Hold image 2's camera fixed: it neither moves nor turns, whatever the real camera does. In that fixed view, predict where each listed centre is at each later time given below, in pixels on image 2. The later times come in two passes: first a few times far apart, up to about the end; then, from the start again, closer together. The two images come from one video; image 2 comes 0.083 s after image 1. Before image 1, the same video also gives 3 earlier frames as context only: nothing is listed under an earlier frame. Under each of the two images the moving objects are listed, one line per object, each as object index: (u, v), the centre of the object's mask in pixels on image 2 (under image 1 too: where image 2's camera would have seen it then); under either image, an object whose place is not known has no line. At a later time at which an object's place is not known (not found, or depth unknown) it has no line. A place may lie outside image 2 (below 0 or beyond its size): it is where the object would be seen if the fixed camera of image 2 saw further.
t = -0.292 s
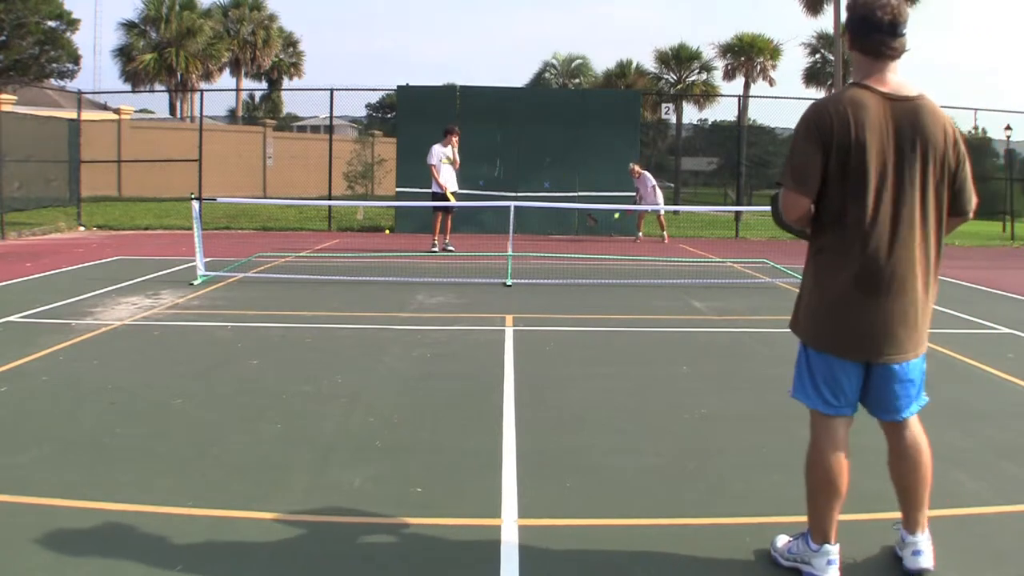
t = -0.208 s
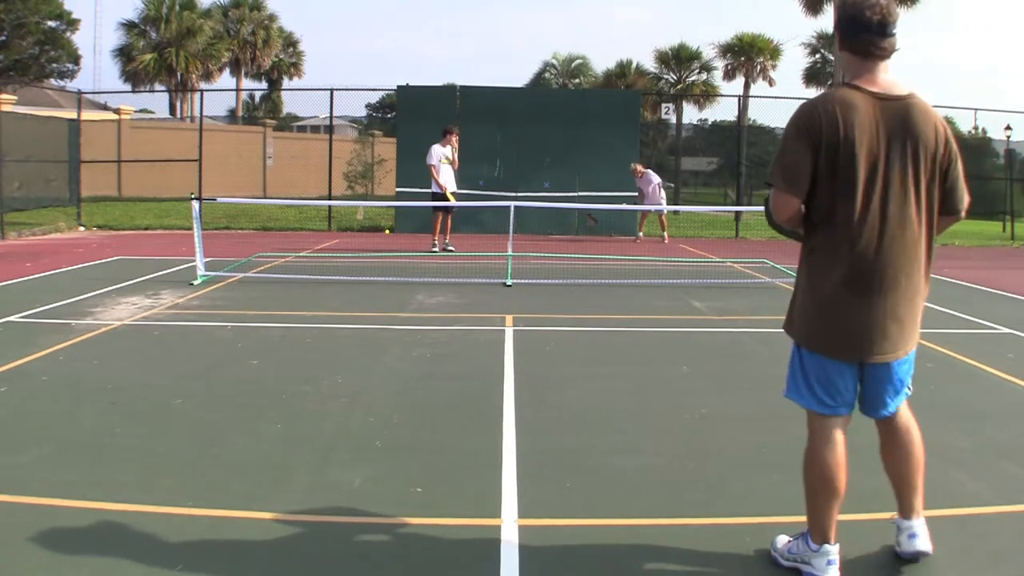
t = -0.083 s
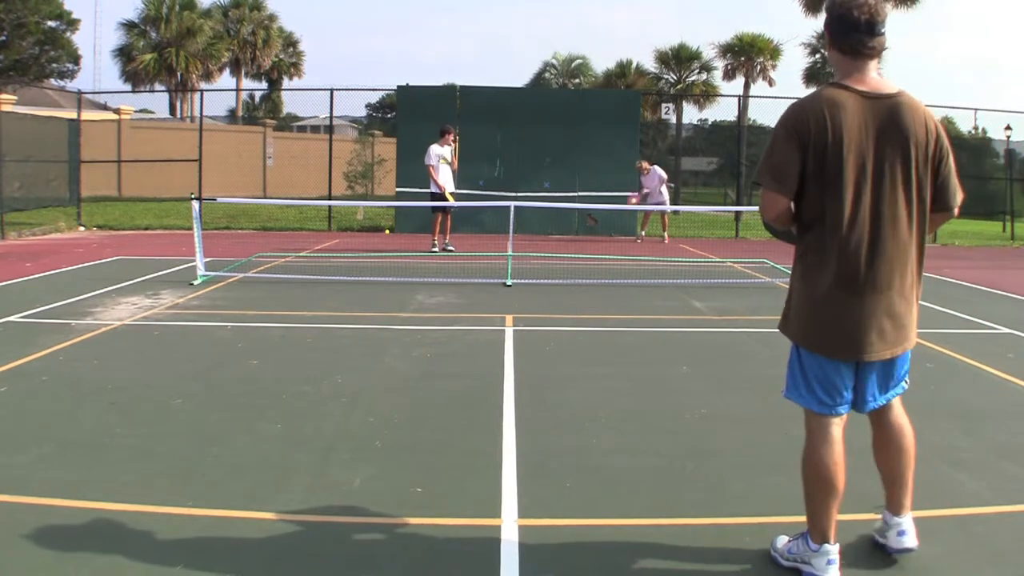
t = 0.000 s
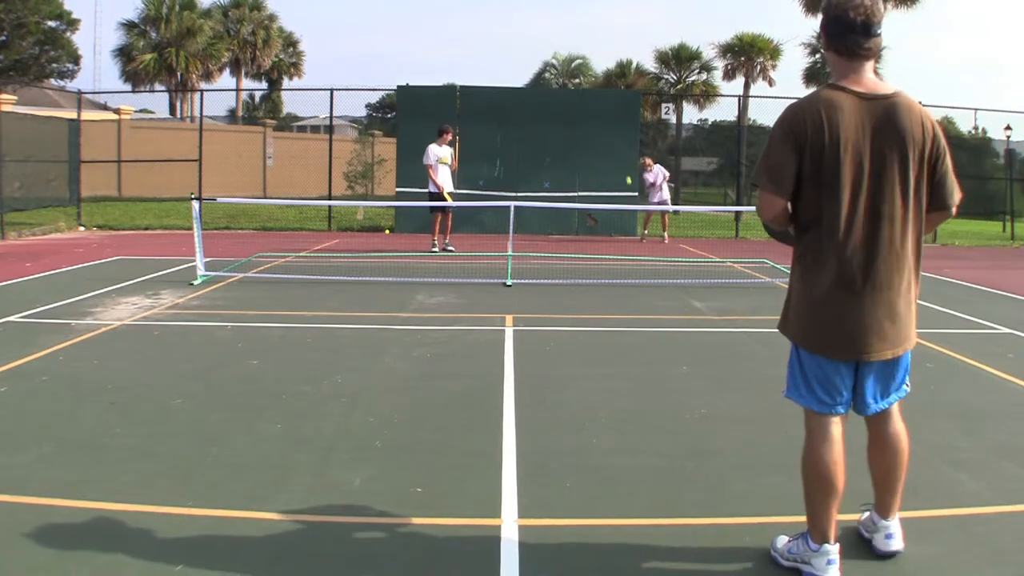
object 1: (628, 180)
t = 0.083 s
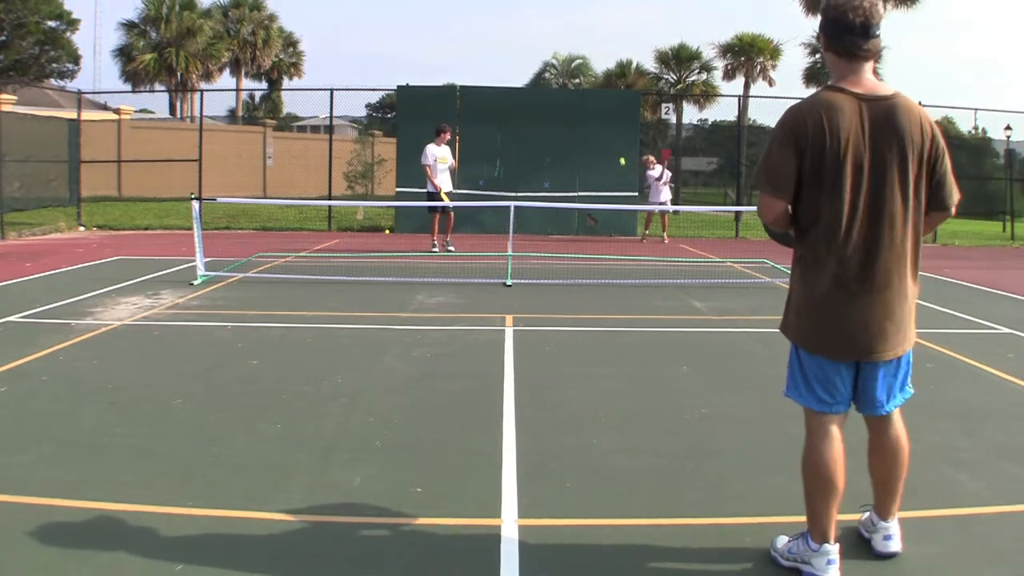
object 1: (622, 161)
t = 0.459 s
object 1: (582, 114)
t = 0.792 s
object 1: (527, 174)
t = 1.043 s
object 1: (460, 348)
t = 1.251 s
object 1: (421, 280)
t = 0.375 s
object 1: (593, 117)
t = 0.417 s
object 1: (588, 115)
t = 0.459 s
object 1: (582, 114)
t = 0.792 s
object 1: (527, 174)
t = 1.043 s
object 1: (460, 348)
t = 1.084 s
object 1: (453, 331)
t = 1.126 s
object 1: (445, 315)
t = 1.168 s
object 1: (438, 301)
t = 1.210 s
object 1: (429, 289)
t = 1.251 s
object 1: (421, 280)
